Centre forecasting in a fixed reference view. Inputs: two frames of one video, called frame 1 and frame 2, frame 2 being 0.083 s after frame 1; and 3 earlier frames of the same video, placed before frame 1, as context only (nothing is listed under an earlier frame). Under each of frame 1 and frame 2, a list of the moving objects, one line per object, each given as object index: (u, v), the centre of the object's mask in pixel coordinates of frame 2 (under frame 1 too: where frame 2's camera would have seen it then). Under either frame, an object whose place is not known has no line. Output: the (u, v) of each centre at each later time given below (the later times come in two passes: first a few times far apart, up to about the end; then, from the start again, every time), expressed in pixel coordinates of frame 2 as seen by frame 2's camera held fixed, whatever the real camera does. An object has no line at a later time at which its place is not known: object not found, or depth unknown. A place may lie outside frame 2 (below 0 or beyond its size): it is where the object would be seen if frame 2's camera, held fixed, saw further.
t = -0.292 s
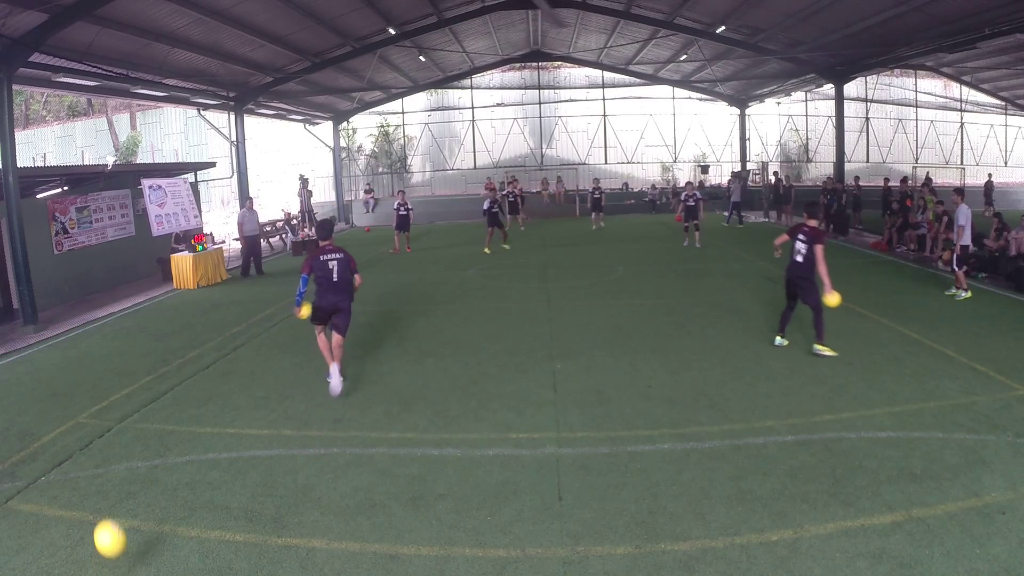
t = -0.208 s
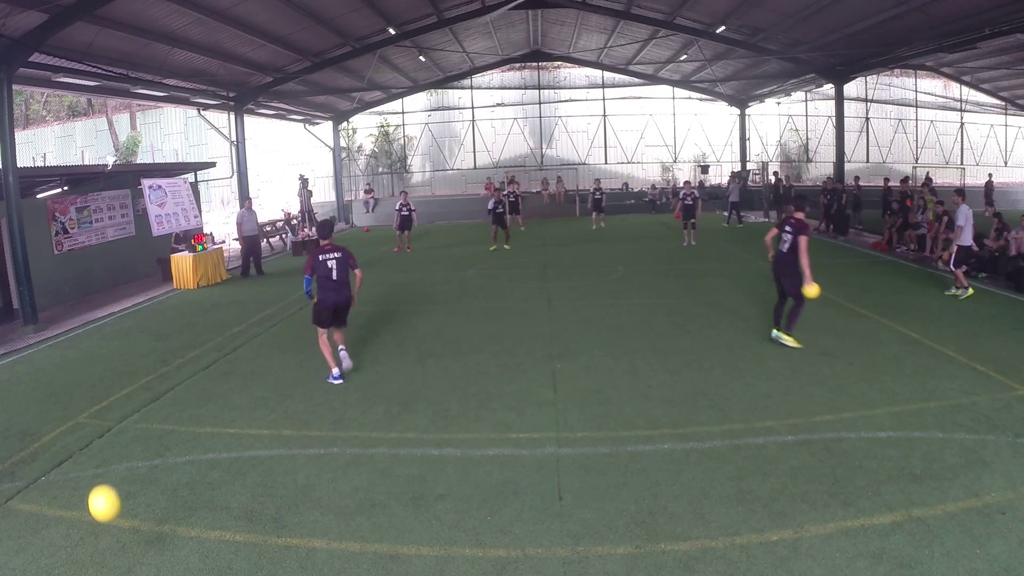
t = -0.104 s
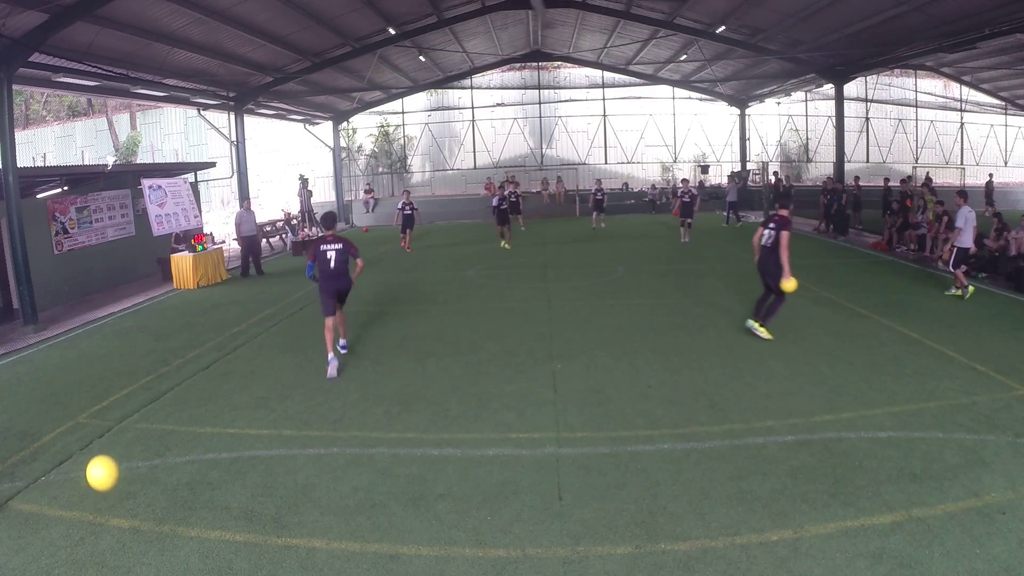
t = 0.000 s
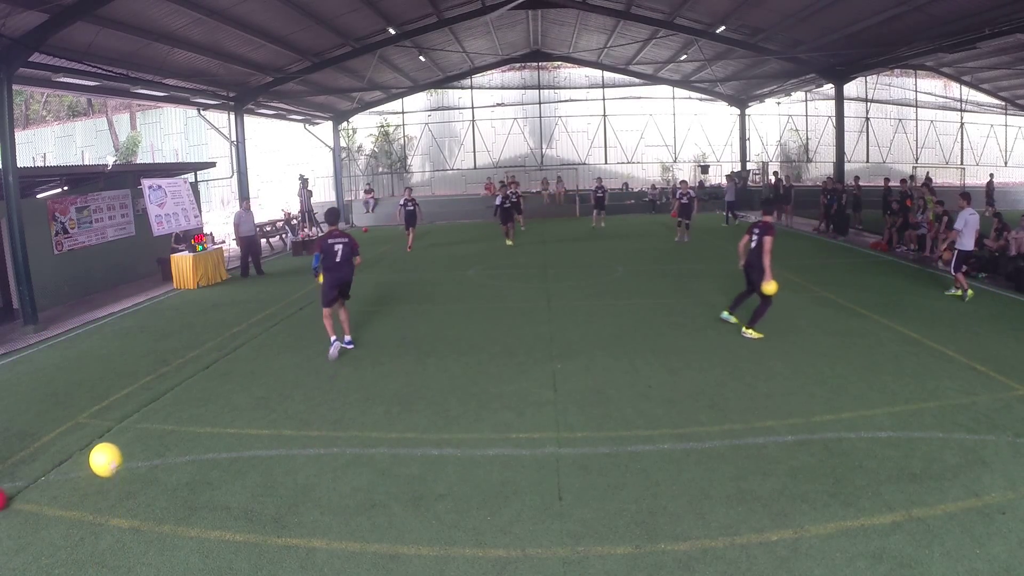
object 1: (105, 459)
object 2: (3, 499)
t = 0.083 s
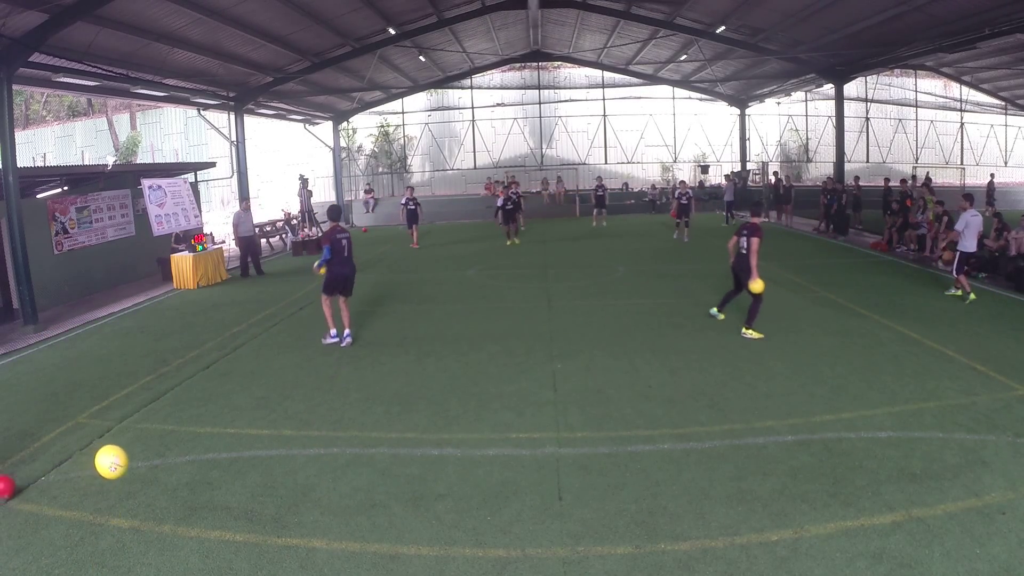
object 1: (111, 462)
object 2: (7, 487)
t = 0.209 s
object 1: (124, 485)
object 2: (18, 474)
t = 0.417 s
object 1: (152, 543)
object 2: (42, 456)
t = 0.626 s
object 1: (151, 500)
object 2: (63, 440)
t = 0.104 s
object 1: (113, 464)
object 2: (8, 485)
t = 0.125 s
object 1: (115, 467)
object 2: (9, 483)
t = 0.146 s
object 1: (117, 471)
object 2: (11, 481)
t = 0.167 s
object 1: (119, 475)
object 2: (14, 480)
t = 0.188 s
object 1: (122, 480)
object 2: (16, 477)
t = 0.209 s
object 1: (124, 485)
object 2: (18, 474)
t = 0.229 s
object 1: (127, 491)
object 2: (20, 472)
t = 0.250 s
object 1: (130, 498)
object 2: (23, 470)
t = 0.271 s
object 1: (133, 505)
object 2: (25, 469)
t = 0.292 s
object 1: (137, 513)
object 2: (28, 468)
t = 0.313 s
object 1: (140, 521)
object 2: (30, 465)
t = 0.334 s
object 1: (144, 530)
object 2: (33, 463)
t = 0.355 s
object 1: (148, 539)
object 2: (35, 462)
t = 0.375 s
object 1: (151, 549)
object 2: (37, 460)
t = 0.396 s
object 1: (153, 550)
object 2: (40, 458)
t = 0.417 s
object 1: (152, 543)
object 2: (42, 456)
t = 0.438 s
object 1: (151, 536)
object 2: (44, 454)
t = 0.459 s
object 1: (150, 529)
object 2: (46, 453)
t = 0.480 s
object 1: (150, 524)
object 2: (49, 451)
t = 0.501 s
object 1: (149, 519)
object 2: (51, 449)
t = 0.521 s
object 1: (149, 514)
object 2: (53, 448)
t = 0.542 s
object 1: (149, 510)
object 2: (55, 447)
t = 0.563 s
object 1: (149, 507)
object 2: (57, 445)
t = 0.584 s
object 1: (150, 504)
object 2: (59, 443)
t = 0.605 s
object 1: (150, 502)
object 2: (61, 442)
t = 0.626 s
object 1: (151, 500)
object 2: (63, 440)
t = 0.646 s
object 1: (152, 499)
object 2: (65, 439)
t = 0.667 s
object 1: (153, 499)
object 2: (67, 438)
